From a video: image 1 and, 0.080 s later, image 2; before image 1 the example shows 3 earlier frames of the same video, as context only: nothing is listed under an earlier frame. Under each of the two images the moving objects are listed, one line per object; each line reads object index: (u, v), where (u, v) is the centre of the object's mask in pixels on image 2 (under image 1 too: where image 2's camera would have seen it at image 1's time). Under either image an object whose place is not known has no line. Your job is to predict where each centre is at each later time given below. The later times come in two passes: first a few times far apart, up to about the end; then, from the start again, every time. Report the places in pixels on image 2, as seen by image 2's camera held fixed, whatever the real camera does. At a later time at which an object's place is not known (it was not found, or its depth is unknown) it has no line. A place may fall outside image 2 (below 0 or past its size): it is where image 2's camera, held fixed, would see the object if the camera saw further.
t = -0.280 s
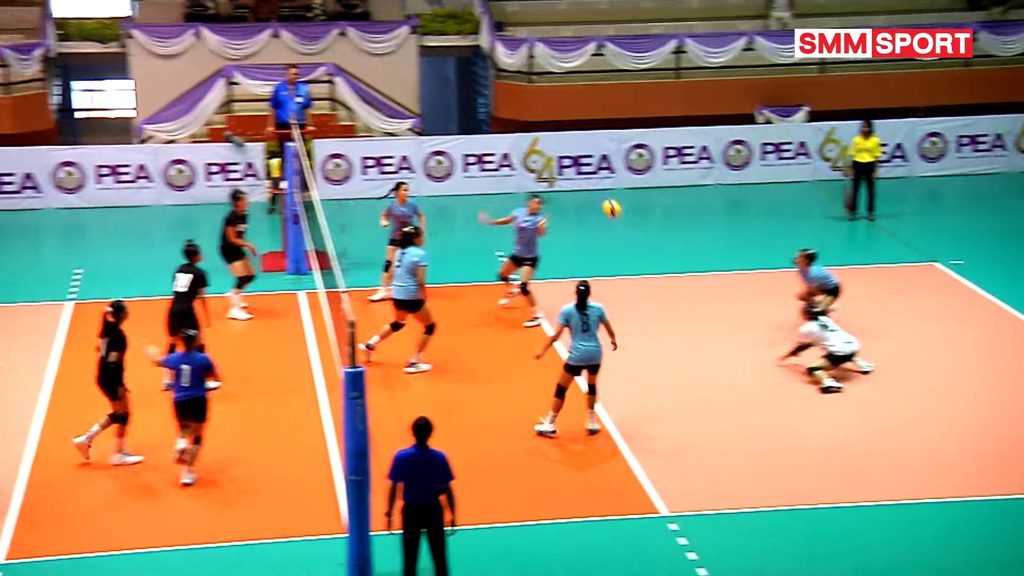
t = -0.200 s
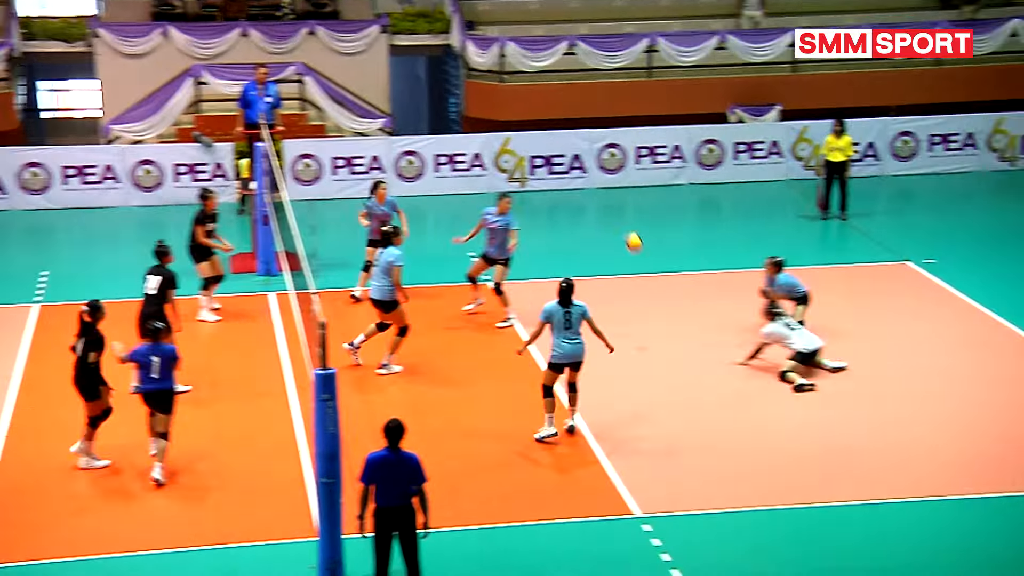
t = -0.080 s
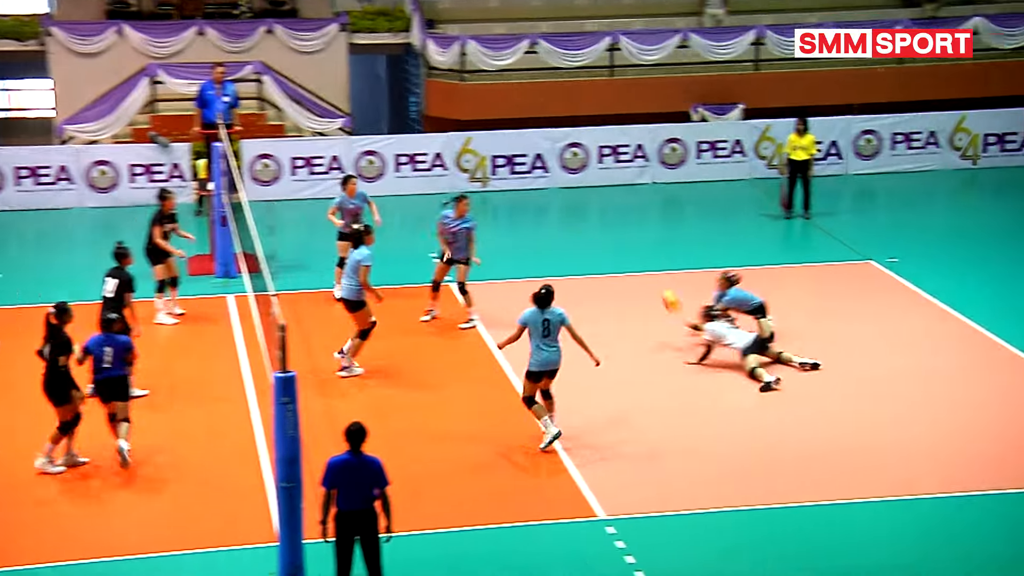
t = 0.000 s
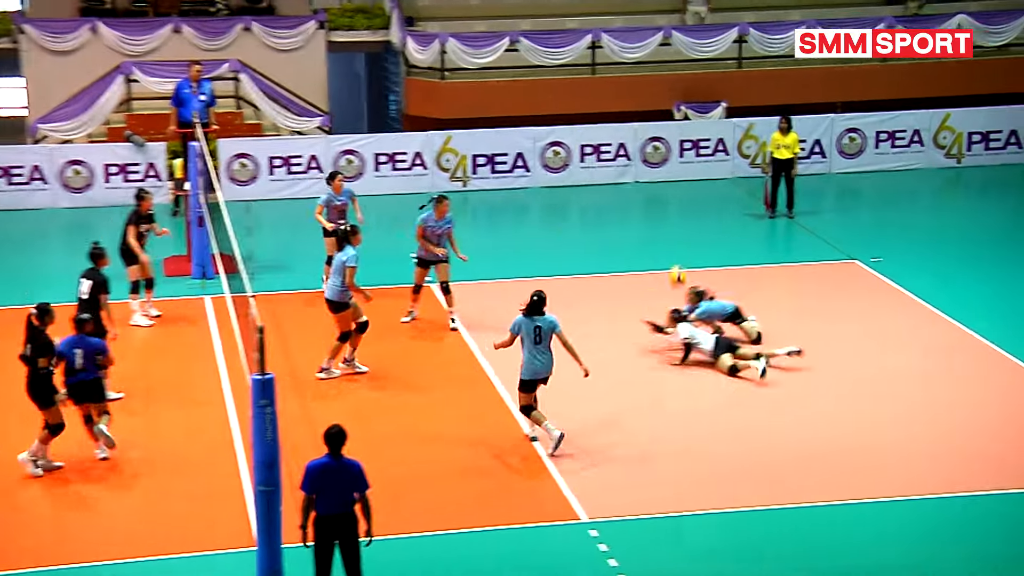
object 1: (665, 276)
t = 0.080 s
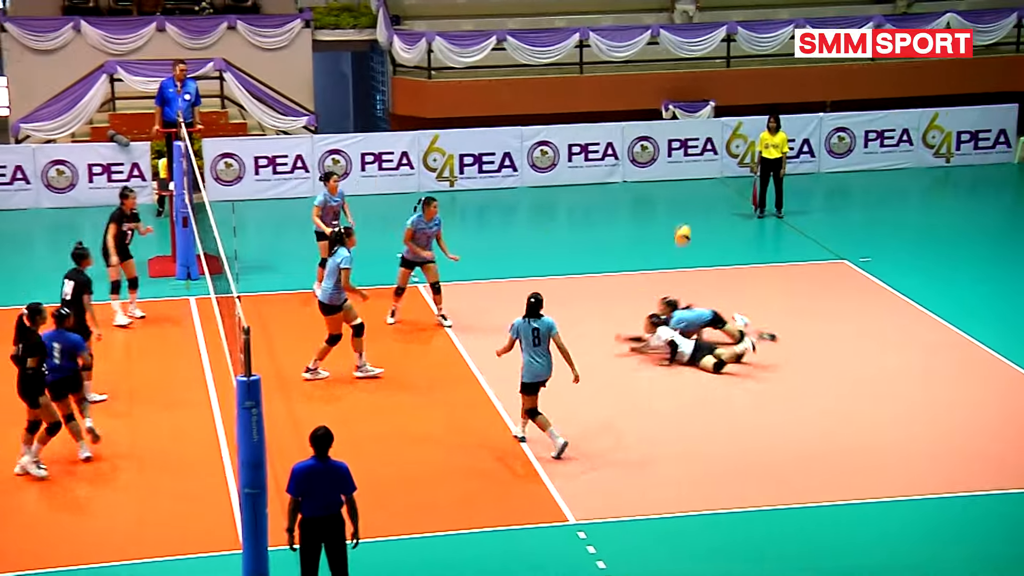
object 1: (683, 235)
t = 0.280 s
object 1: (724, 155)
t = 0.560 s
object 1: (779, 103)
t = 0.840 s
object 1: (831, 114)
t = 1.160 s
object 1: (880, 200)
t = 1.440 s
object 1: (925, 260)
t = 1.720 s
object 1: (997, 183)
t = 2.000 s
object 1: (1066, 165)
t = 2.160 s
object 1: (1103, 183)
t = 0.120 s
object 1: (690, 217)
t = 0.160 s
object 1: (699, 199)
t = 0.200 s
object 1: (708, 183)
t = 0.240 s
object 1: (715, 169)
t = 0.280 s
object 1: (724, 155)
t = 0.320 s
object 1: (732, 144)
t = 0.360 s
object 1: (739, 133)
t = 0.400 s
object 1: (747, 125)
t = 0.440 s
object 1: (756, 117)
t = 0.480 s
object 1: (764, 111)
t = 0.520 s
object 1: (771, 106)
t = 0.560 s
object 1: (779, 103)
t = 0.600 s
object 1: (787, 101)
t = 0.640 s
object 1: (794, 100)
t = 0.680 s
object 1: (802, 100)
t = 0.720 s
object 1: (810, 102)
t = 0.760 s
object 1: (817, 104)
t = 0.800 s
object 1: (824, 108)
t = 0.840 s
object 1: (831, 114)
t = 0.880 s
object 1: (837, 121)
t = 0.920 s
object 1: (844, 128)
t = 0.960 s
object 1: (850, 138)
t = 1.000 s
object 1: (857, 148)
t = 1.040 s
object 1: (863, 159)
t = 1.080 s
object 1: (869, 172)
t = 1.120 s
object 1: (875, 186)
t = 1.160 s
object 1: (880, 200)
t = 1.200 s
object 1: (886, 214)
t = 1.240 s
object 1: (891, 231)
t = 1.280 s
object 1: (896, 249)
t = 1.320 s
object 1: (901, 267)
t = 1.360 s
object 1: (906, 287)
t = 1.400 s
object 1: (915, 276)
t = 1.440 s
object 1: (925, 260)
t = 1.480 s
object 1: (936, 246)
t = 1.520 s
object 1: (946, 232)
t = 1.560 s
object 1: (956, 220)
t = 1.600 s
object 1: (967, 209)
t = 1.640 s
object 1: (977, 199)
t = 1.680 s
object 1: (986, 190)
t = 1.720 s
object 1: (997, 183)
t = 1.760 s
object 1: (1007, 176)
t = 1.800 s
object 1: (1017, 172)
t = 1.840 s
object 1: (1027, 168)
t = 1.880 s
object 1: (1037, 166)
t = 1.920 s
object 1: (1045, 164)
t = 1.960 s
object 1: (1056, 164)
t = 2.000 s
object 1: (1066, 165)
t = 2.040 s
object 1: (1075, 168)
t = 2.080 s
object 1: (1085, 171)
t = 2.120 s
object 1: (1094, 177)
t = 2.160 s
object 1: (1103, 183)
